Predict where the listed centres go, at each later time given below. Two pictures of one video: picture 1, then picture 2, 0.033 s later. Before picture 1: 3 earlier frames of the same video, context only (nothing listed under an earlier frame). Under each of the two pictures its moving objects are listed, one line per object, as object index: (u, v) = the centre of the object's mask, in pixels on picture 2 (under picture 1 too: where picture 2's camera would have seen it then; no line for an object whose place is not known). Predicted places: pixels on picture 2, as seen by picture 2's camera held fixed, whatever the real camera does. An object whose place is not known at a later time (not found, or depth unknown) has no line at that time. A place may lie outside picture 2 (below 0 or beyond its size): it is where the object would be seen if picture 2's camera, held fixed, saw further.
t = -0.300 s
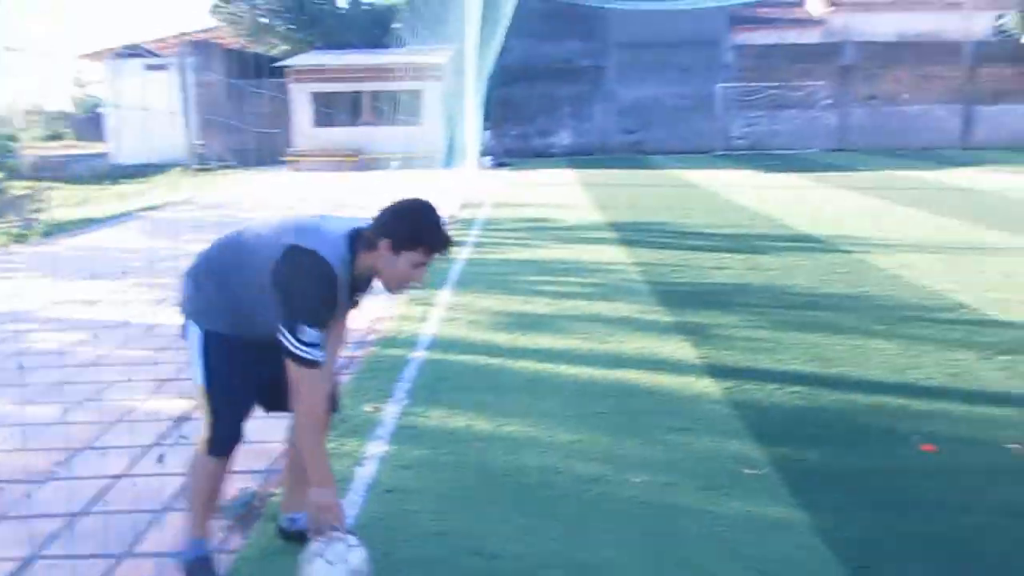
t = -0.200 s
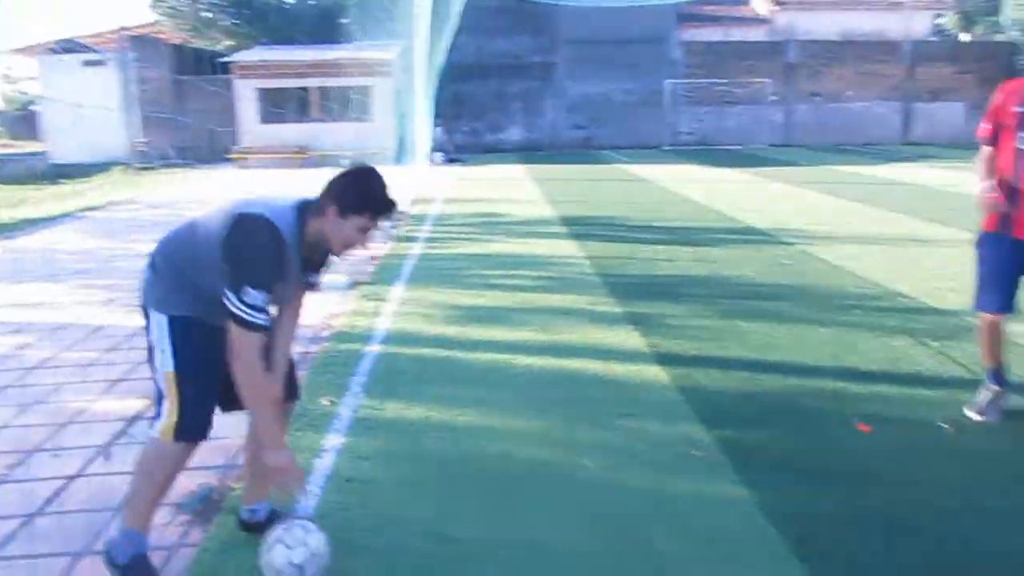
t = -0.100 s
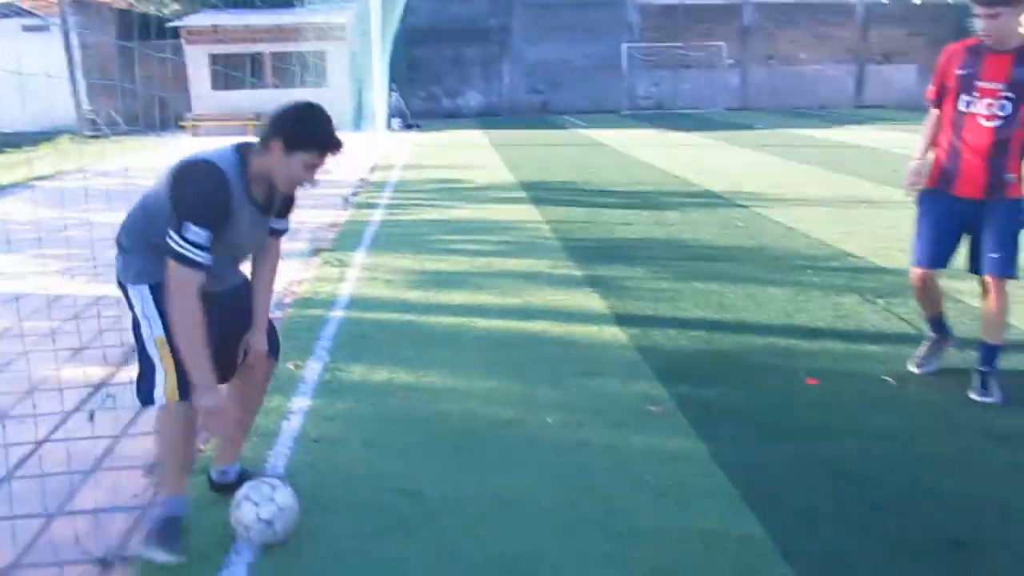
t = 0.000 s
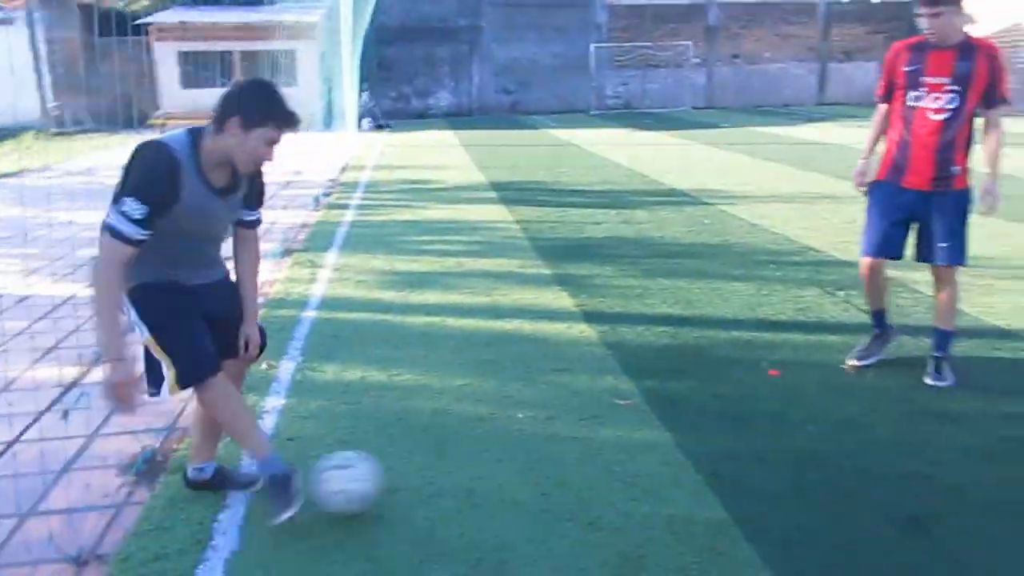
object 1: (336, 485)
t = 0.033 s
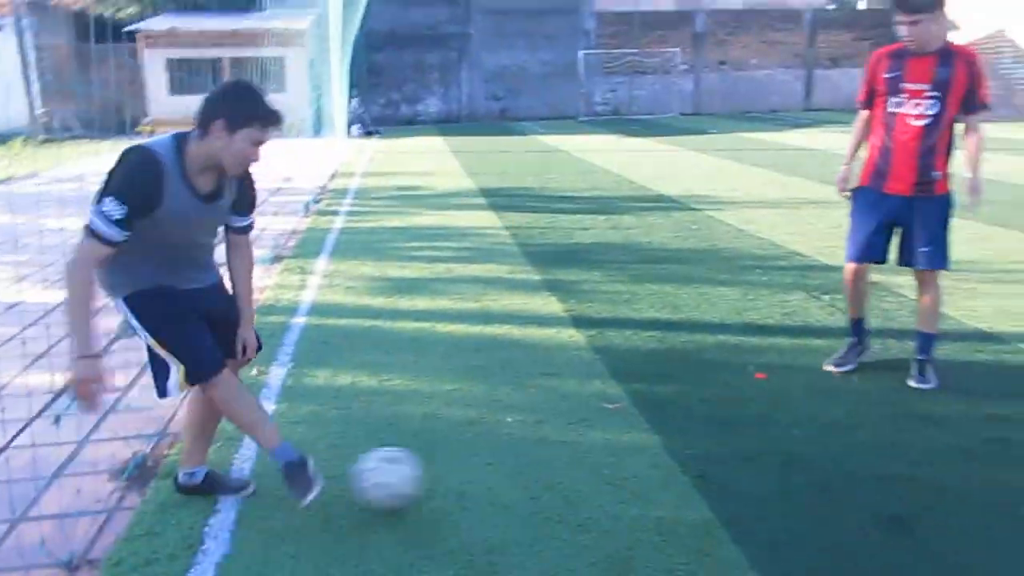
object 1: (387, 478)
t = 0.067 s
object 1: (435, 471)
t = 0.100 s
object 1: (479, 465)
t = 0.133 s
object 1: (517, 454)
